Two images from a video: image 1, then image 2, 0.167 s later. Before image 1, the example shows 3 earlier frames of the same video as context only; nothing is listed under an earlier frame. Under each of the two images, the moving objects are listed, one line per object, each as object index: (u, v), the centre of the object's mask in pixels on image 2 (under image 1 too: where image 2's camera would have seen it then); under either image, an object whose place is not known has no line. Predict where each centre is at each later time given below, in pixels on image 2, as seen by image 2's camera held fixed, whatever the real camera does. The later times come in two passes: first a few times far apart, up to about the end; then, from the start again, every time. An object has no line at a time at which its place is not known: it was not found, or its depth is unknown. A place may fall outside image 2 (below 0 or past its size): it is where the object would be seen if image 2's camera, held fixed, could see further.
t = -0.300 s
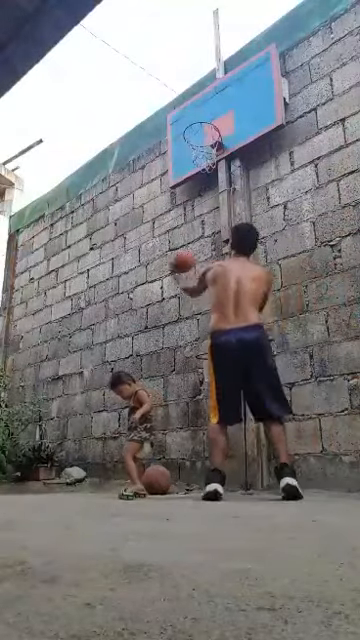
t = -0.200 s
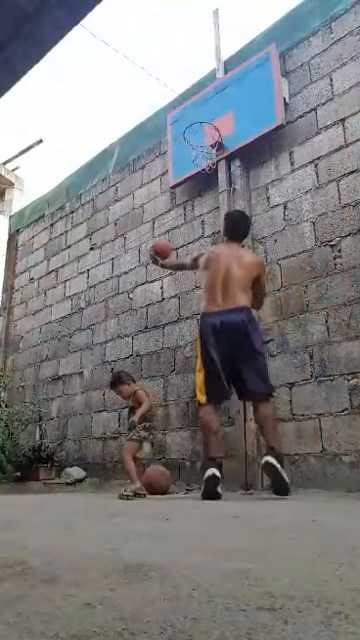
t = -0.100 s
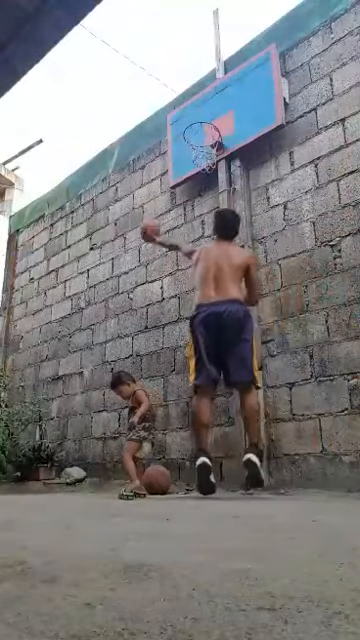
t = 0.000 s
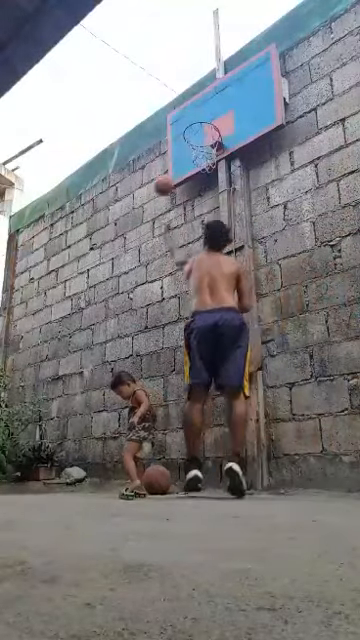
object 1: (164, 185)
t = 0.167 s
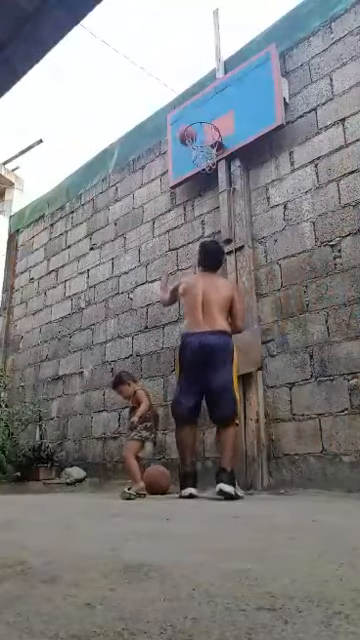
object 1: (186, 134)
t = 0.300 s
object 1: (199, 114)
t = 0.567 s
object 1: (206, 120)
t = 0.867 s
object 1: (199, 134)
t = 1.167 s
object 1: (209, 139)
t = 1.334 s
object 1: (214, 174)
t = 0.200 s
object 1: (192, 128)
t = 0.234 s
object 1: (197, 122)
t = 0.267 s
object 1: (199, 117)
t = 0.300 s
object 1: (199, 114)
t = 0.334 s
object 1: (200, 111)
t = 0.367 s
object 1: (201, 110)
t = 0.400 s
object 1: (202, 109)
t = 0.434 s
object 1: (202, 109)
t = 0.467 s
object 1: (203, 110)
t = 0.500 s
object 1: (204, 112)
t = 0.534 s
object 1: (206, 115)
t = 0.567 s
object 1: (206, 120)
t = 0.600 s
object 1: (201, 124)
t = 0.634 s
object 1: (195, 129)
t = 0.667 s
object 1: (193, 132)
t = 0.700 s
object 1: (194, 131)
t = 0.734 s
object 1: (194, 131)
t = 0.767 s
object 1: (196, 133)
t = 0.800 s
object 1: (197, 134)
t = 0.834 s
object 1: (197, 134)
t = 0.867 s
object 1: (199, 134)
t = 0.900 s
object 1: (199, 134)
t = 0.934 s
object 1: (201, 134)
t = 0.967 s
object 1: (202, 133)
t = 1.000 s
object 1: (203, 134)
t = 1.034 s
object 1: (204, 134)
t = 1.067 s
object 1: (205, 134)
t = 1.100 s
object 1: (206, 134)
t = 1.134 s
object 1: (207, 136)
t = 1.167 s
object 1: (209, 139)
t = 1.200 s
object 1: (210, 146)
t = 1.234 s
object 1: (211, 152)
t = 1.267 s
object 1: (212, 158)
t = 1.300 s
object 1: (213, 165)
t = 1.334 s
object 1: (214, 174)
